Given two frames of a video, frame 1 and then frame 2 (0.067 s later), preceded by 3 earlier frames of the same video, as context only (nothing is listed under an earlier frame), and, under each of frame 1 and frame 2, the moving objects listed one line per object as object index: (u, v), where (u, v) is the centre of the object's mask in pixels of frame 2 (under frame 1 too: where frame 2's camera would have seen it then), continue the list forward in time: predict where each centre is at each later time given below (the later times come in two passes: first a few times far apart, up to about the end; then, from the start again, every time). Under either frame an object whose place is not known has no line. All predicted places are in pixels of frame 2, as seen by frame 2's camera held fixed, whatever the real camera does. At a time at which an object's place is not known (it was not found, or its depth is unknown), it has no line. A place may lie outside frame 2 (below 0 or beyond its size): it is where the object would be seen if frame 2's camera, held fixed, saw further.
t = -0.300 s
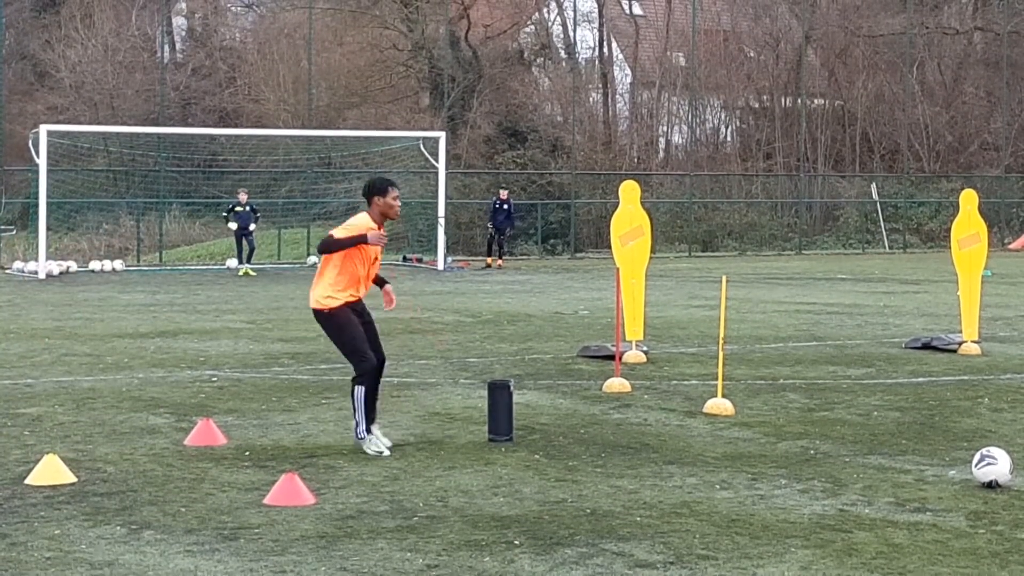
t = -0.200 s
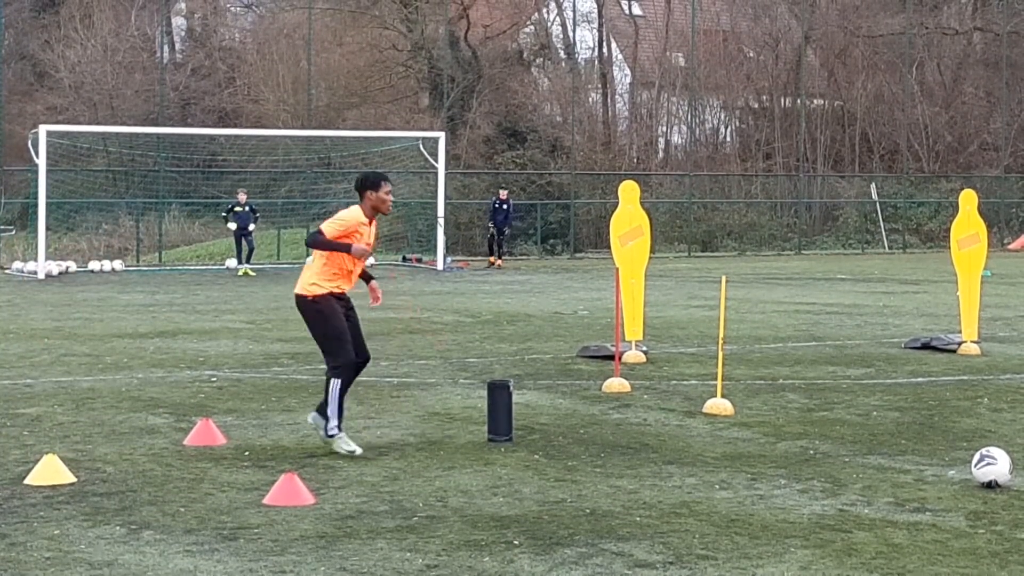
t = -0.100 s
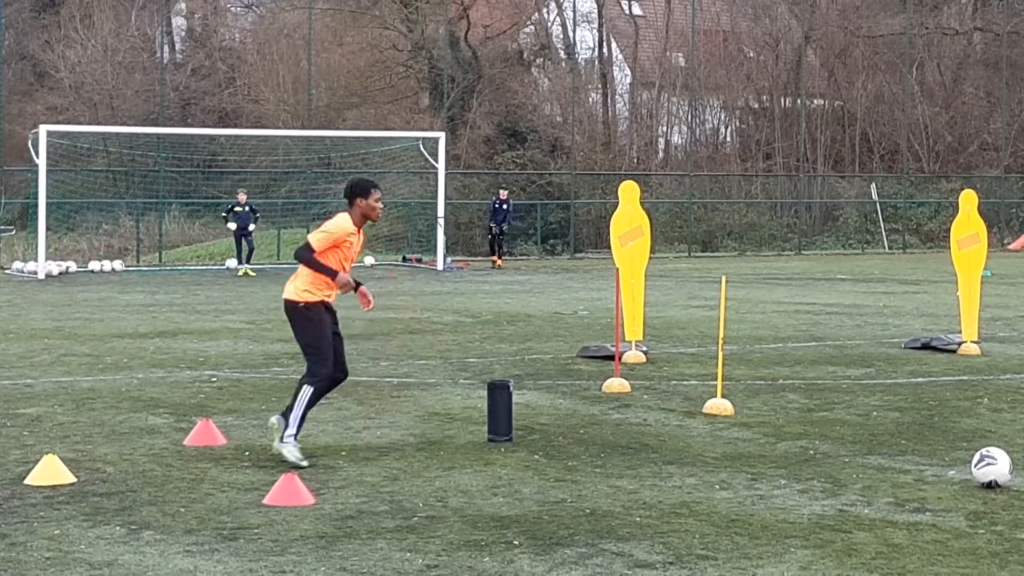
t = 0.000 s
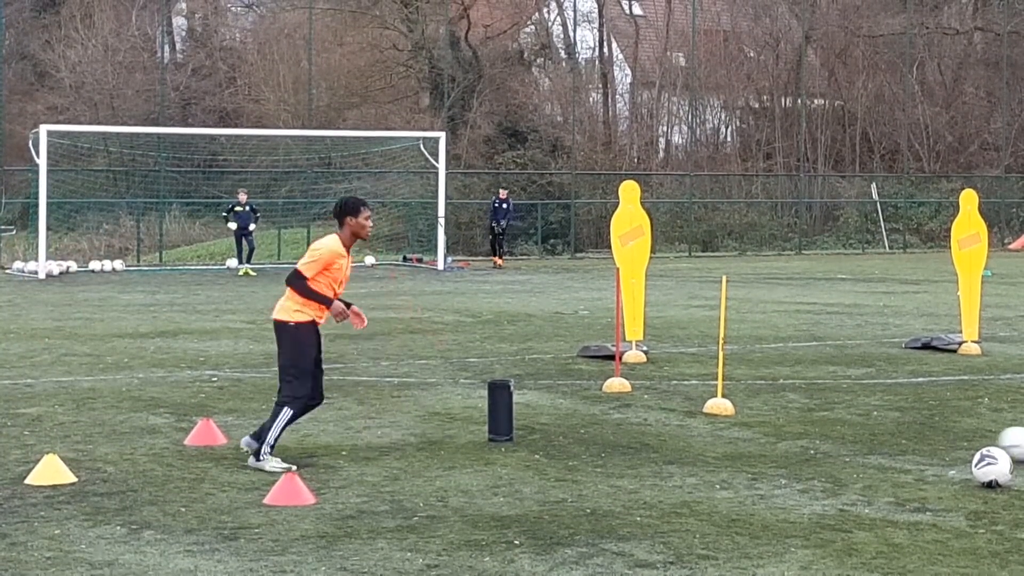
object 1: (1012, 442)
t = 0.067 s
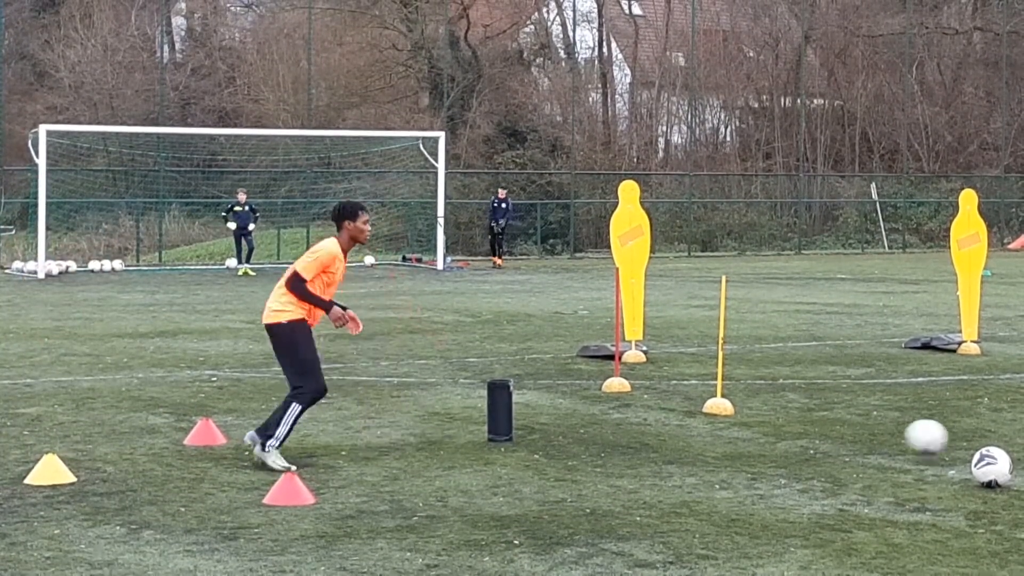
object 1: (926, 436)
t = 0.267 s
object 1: (667, 436)
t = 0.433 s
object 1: (487, 433)
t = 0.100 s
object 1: (880, 435)
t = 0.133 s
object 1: (835, 436)
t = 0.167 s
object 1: (789, 439)
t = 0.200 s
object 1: (745, 442)
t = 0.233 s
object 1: (705, 439)
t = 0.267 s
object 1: (667, 436)
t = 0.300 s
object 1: (628, 435)
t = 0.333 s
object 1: (591, 436)
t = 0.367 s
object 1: (552, 440)
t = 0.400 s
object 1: (517, 440)
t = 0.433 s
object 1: (487, 433)
